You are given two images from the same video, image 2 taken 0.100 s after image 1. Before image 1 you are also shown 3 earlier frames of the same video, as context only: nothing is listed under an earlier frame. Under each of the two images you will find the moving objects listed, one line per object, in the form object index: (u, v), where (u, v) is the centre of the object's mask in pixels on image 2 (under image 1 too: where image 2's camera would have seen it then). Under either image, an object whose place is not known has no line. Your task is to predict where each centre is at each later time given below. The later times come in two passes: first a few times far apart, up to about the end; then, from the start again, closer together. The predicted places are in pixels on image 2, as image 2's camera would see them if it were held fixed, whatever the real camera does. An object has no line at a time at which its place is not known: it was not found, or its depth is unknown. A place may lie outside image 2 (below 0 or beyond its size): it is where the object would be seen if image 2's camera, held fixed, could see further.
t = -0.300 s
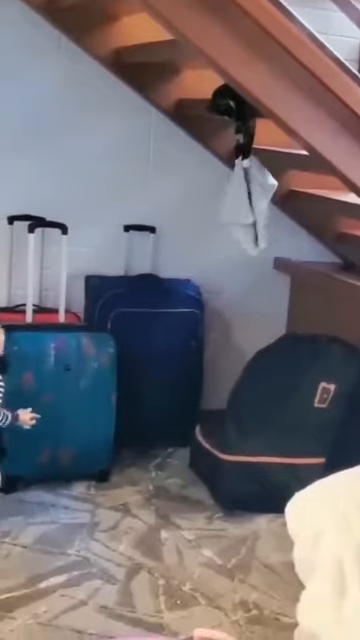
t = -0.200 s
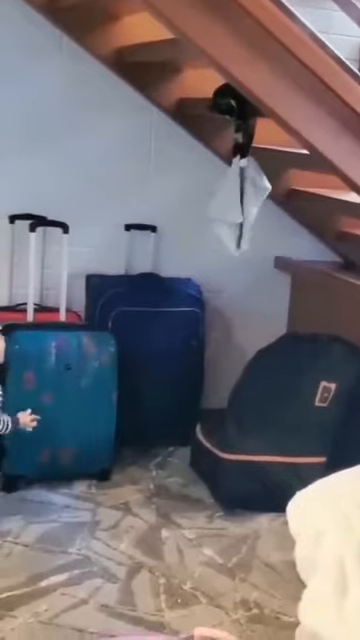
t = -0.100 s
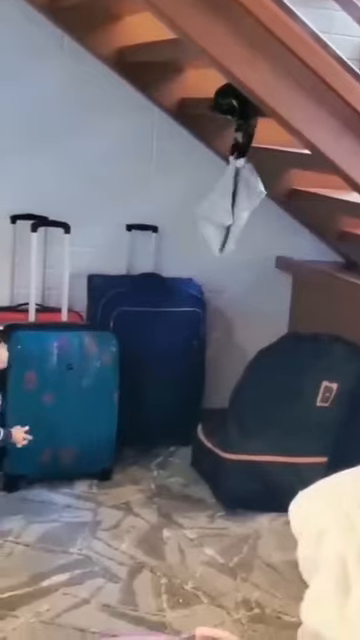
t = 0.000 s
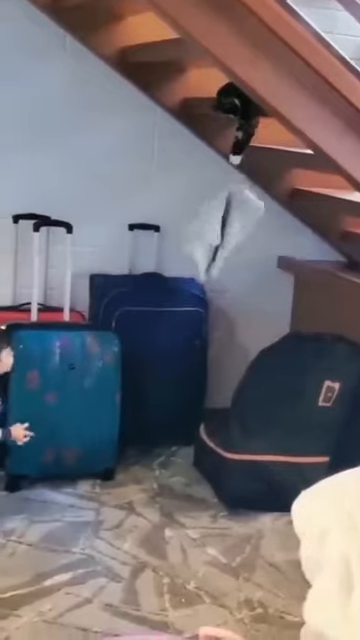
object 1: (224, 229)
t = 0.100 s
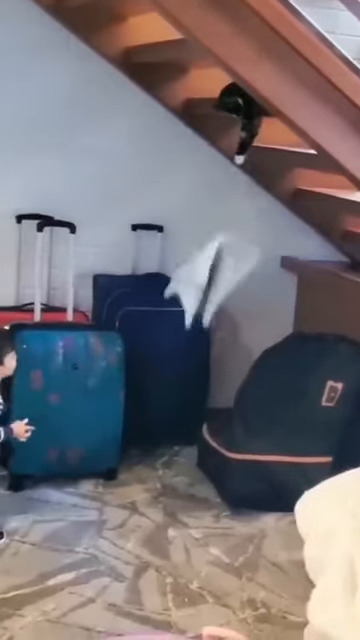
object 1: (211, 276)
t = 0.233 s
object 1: (191, 366)
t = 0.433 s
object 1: (157, 487)
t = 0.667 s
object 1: (157, 486)
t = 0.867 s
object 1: (157, 486)
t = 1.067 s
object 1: (157, 486)
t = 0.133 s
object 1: (206, 297)
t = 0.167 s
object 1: (201, 319)
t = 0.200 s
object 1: (196, 342)
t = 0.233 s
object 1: (191, 366)
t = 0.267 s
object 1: (185, 393)
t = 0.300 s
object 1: (179, 421)
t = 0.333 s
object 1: (171, 450)
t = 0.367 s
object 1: (165, 471)
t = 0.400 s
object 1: (157, 487)
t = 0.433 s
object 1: (157, 487)
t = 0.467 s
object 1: (158, 486)
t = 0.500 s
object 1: (157, 484)
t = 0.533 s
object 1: (158, 484)
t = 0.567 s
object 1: (158, 485)
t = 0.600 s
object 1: (158, 486)
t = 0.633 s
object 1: (157, 486)
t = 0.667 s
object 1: (157, 486)
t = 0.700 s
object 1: (157, 486)
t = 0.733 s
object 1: (157, 486)
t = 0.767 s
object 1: (157, 486)
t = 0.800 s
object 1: (157, 486)
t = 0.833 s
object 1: (157, 486)
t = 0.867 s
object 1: (157, 486)
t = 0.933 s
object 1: (157, 486)
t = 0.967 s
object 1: (157, 486)
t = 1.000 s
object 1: (157, 486)
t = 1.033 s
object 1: (157, 486)
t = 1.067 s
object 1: (157, 486)
